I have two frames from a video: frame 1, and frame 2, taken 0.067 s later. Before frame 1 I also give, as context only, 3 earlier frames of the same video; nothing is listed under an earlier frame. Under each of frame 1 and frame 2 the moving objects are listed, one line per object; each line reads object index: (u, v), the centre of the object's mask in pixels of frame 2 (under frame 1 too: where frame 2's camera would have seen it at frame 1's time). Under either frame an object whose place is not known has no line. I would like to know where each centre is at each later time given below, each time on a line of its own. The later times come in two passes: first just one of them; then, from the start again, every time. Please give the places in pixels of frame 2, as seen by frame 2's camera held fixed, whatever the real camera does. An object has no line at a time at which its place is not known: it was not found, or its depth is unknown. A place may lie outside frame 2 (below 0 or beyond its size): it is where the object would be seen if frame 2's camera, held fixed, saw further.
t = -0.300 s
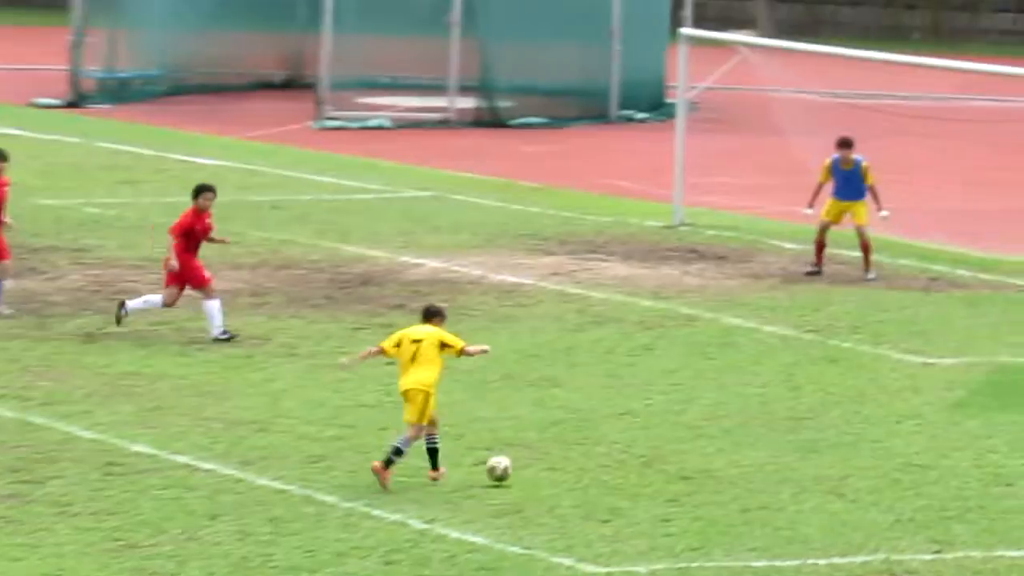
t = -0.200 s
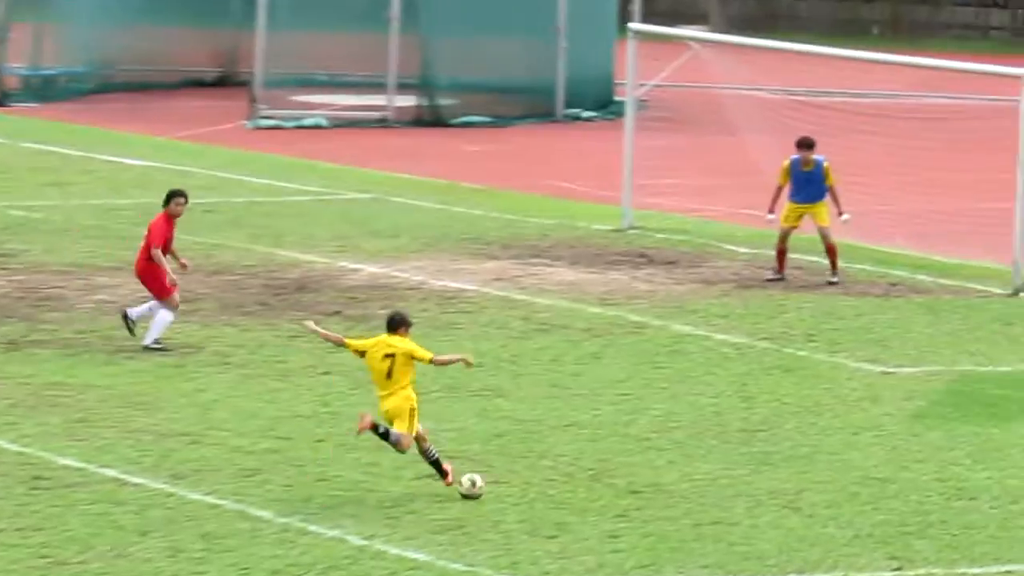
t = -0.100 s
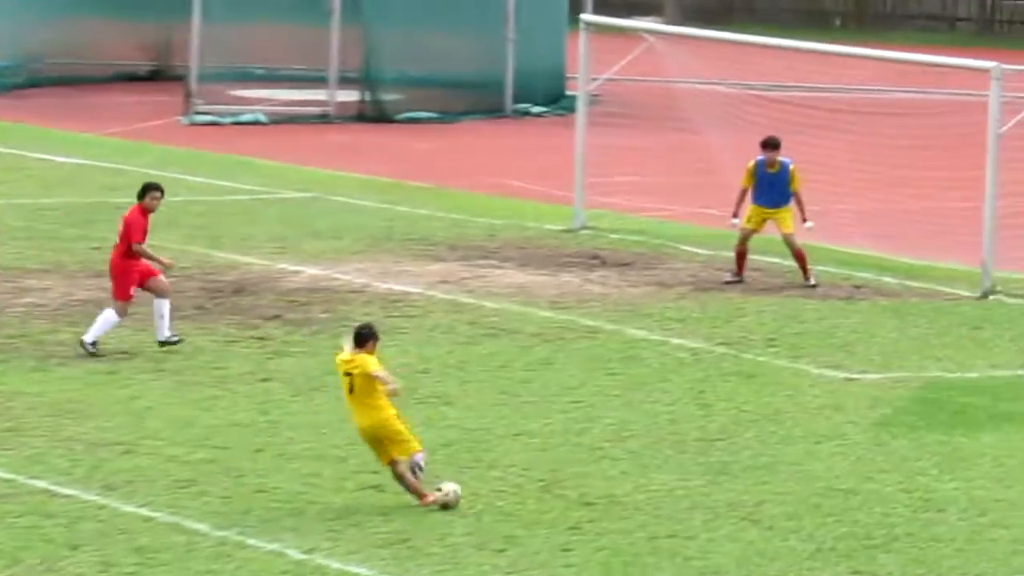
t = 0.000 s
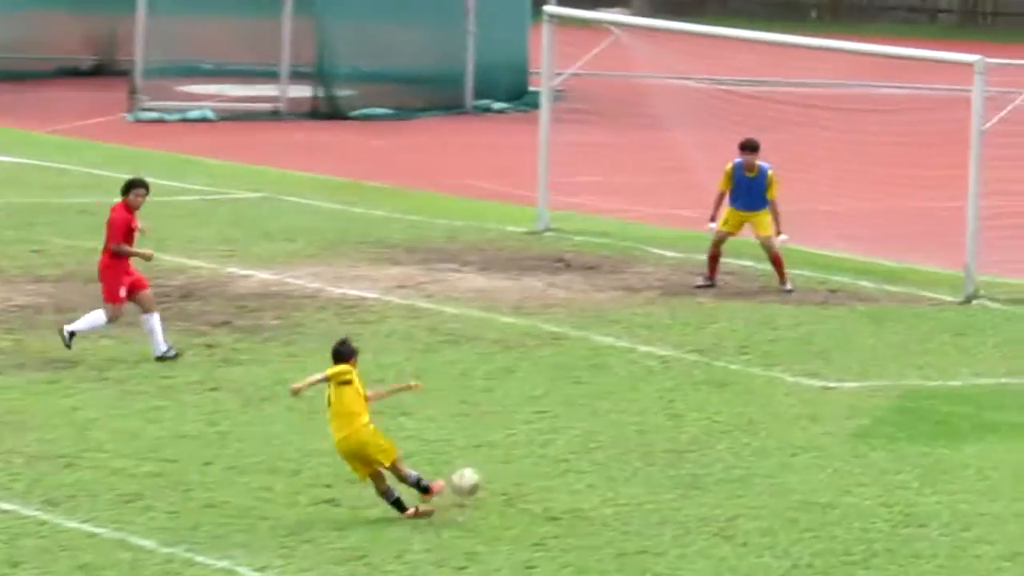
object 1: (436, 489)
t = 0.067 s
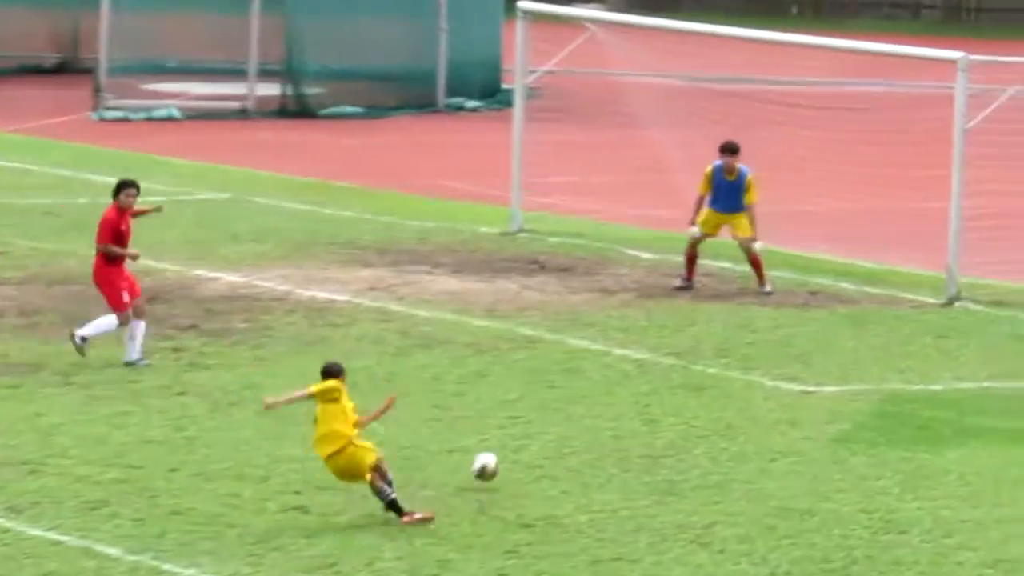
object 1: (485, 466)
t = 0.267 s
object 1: (603, 410)
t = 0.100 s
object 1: (507, 458)
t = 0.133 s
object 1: (529, 452)
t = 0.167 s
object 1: (551, 446)
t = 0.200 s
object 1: (570, 437)
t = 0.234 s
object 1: (587, 422)
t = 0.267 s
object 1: (603, 410)
